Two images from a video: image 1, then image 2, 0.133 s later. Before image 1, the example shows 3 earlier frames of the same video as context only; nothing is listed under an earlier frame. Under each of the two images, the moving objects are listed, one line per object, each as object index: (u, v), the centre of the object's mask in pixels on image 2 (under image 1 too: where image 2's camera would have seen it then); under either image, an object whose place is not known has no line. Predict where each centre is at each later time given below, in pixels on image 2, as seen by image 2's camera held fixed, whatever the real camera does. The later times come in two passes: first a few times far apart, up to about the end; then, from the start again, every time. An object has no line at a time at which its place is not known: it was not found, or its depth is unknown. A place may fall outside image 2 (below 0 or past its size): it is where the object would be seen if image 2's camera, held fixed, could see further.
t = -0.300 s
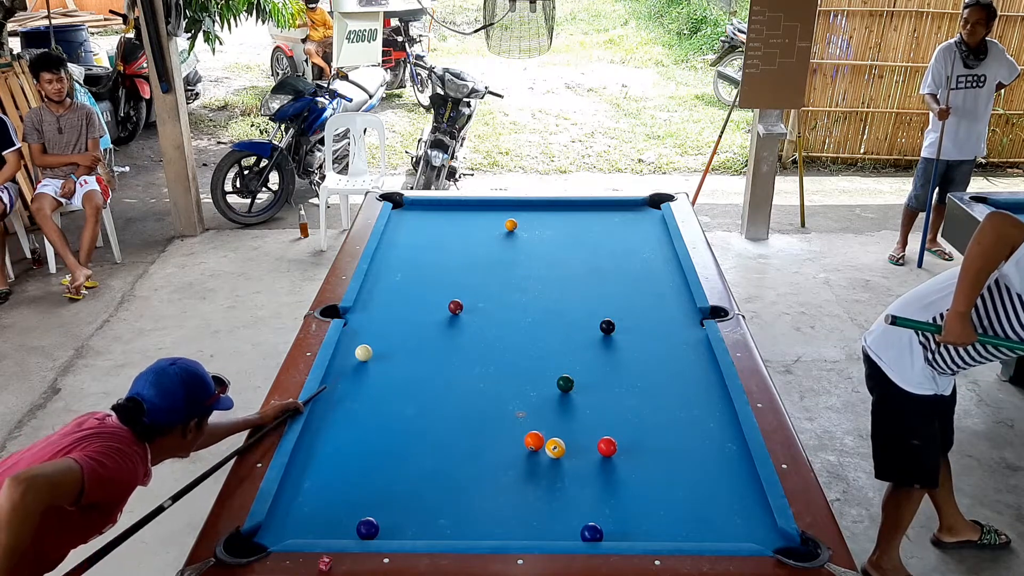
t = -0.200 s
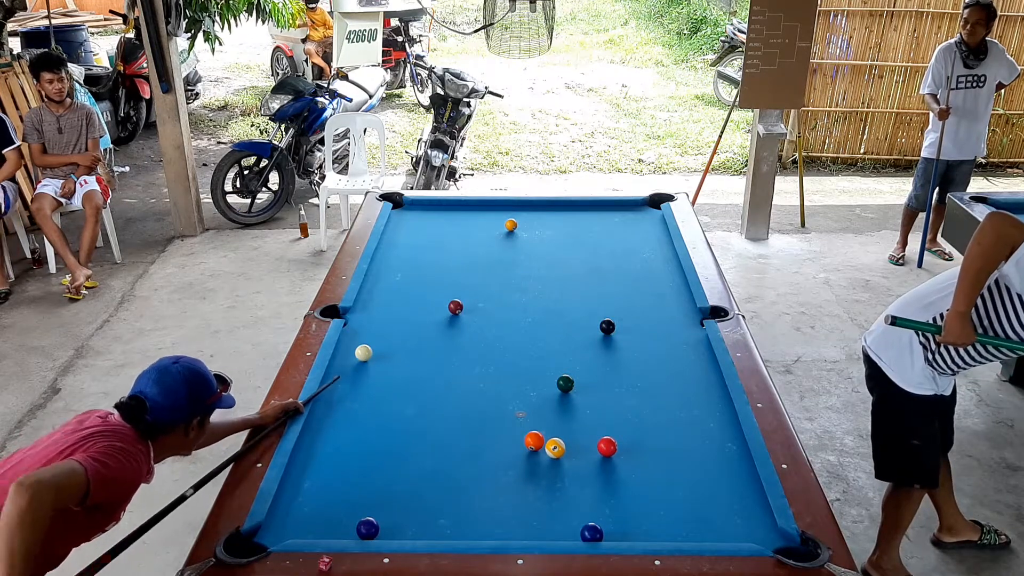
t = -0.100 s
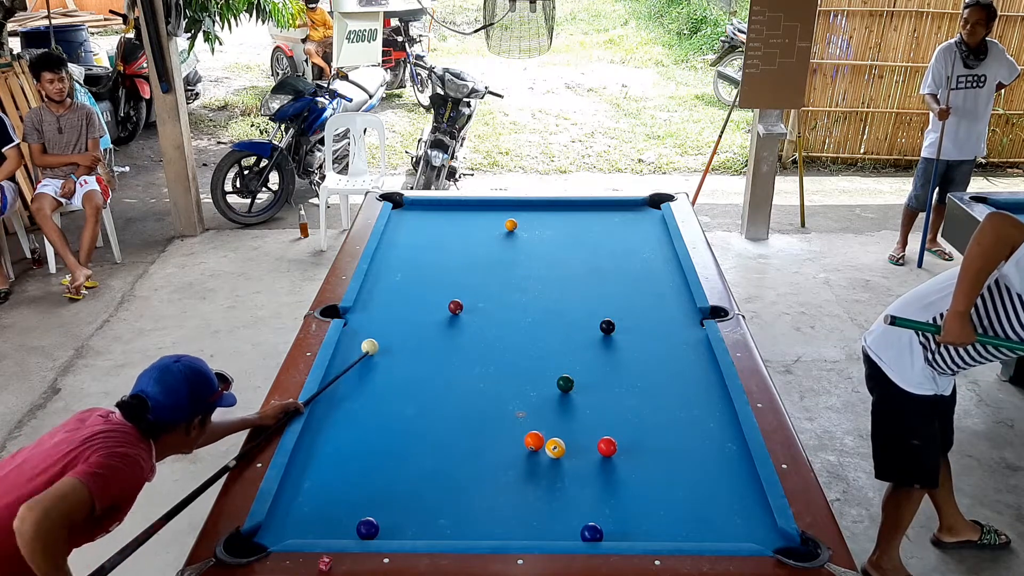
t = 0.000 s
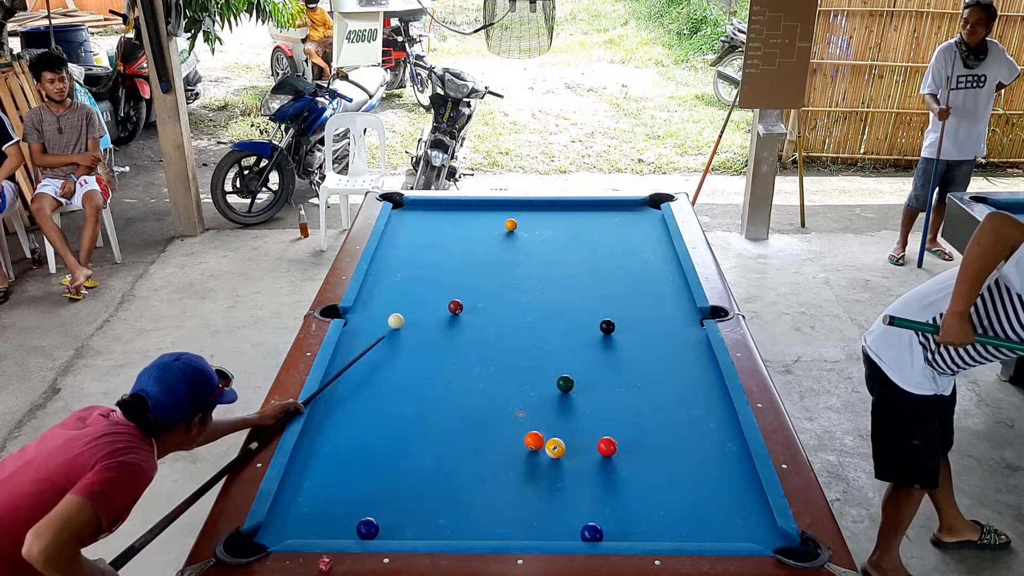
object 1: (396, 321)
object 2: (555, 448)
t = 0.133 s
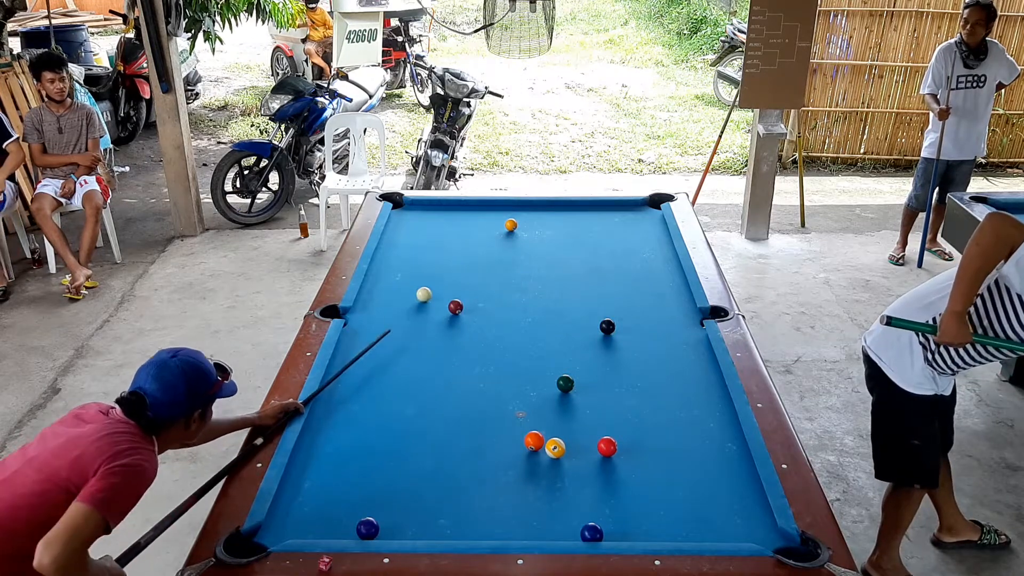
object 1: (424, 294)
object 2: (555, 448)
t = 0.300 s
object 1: (454, 266)
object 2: (555, 448)
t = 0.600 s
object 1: (498, 224)
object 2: (555, 448)
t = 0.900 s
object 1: (534, 211)
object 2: (555, 448)
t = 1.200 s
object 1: (573, 229)
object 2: (555, 448)
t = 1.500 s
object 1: (615, 248)
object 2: (555, 448)
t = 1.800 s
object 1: (661, 269)
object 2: (555, 448)
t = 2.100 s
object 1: (668, 287)
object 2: (555, 448)
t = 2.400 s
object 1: (653, 305)
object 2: (555, 448)
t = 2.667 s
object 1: (638, 321)
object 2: (555, 448)
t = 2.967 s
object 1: (621, 341)
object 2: (555, 448)
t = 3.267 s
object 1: (605, 360)
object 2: (555, 448)
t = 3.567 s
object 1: (587, 381)
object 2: (555, 448)
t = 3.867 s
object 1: (577, 402)
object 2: (555, 448)
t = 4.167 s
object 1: (568, 423)
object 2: (555, 448)
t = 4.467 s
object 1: (564, 439)
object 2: (553, 453)
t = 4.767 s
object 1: (565, 443)
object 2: (546, 465)
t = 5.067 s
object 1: (566, 445)
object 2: (541, 476)
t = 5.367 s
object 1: (567, 446)
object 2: (538, 486)
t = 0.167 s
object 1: (430, 288)
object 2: (555, 448)
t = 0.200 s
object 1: (436, 283)
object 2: (555, 448)
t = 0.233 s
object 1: (442, 277)
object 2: (555, 448)
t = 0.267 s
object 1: (448, 271)
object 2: (555, 448)
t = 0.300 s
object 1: (454, 266)
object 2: (555, 448)
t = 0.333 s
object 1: (459, 261)
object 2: (555, 448)
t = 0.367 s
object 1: (464, 256)
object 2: (555, 448)
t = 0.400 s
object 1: (469, 251)
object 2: (555, 448)
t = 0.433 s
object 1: (475, 246)
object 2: (555, 448)
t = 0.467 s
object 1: (479, 242)
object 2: (555, 448)
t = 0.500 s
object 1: (484, 237)
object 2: (555, 448)
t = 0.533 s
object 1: (489, 233)
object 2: (555, 448)
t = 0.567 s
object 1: (494, 228)
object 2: (555, 448)
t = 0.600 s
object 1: (498, 224)
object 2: (555, 448)
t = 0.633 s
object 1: (502, 220)
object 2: (555, 448)
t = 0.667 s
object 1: (506, 215)
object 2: (555, 448)
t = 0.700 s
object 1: (510, 212)
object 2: (555, 448)
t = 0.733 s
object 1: (514, 208)
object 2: (555, 448)
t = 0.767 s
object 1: (517, 204)
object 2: (555, 448)
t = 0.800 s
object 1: (521, 204)
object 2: (555, 448)
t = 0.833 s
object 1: (525, 207)
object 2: (555, 448)
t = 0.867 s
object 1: (530, 209)
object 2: (555, 448)
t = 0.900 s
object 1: (534, 211)
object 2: (555, 448)
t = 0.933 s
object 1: (538, 213)
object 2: (555, 448)
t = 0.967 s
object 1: (542, 215)
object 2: (555, 448)
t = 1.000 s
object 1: (547, 217)
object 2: (555, 448)
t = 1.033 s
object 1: (551, 219)
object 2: (555, 448)
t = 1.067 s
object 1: (555, 221)
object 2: (555, 448)
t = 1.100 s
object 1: (559, 223)
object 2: (555, 448)
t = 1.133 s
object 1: (564, 225)
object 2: (555, 448)
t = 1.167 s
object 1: (569, 227)
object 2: (555, 448)
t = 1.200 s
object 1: (573, 229)
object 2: (555, 448)
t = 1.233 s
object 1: (577, 231)
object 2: (555, 448)
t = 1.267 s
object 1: (582, 233)
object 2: (555, 448)
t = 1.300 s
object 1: (587, 235)
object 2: (555, 448)
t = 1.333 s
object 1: (591, 237)
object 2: (555, 448)
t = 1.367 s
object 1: (596, 239)
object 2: (555, 448)
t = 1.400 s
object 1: (601, 242)
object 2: (555, 448)
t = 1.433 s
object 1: (606, 244)
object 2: (555, 448)
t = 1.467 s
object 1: (610, 246)
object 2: (555, 448)
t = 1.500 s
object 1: (615, 248)
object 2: (555, 448)
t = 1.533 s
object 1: (620, 250)
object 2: (555, 448)
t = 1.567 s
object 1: (625, 252)
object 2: (555, 448)
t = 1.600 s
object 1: (630, 255)
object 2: (555, 448)
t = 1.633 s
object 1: (635, 257)
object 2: (555, 448)
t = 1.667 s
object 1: (640, 259)
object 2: (555, 448)
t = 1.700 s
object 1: (645, 261)
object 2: (555, 448)
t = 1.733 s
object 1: (650, 264)
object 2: (555, 448)
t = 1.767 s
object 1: (656, 266)
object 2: (555, 448)
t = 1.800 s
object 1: (661, 269)
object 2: (555, 448)
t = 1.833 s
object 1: (666, 271)
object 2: (555, 448)
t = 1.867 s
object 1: (672, 273)
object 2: (555, 448)
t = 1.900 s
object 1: (677, 275)
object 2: (555, 448)
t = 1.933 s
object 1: (677, 277)
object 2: (555, 448)
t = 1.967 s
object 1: (675, 279)
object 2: (555, 448)
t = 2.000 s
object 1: (674, 281)
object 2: (555, 448)
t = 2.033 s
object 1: (672, 283)
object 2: (555, 448)
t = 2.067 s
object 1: (670, 285)
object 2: (555, 448)
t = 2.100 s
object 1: (668, 287)
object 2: (555, 448)
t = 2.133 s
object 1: (667, 289)
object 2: (555, 448)
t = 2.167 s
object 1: (665, 291)
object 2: (555, 448)
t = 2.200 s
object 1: (663, 293)
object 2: (555, 448)
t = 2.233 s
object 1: (662, 295)
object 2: (555, 448)
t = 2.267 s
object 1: (660, 297)
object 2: (555, 448)
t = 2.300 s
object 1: (658, 299)
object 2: (555, 448)
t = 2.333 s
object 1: (656, 301)
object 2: (555, 448)
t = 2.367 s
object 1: (655, 303)
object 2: (555, 448)
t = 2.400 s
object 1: (653, 305)
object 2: (555, 448)
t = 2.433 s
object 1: (651, 307)
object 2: (555, 448)
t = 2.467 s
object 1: (649, 309)
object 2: (555, 448)
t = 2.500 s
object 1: (647, 311)
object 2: (555, 448)
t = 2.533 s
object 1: (646, 313)
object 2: (555, 448)
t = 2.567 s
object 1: (644, 315)
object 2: (555, 448)
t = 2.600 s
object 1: (642, 317)
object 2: (555, 448)
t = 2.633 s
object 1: (640, 319)
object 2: (555, 448)
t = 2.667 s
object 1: (638, 321)
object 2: (555, 448)
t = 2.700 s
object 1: (637, 324)
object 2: (555, 448)
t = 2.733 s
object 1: (635, 325)
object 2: (555, 448)
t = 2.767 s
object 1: (633, 328)
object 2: (555, 448)
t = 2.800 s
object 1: (631, 330)
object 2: (555, 448)
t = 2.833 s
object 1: (629, 332)
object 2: (555, 448)
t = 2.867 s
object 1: (627, 334)
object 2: (555, 448)
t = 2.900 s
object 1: (625, 336)
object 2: (555, 448)
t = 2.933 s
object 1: (623, 338)
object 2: (555, 448)
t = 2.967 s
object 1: (621, 341)
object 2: (555, 448)
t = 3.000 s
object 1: (620, 343)
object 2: (555, 448)
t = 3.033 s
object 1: (618, 345)
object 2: (555, 448)
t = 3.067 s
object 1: (616, 347)
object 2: (555, 448)
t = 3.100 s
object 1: (614, 349)
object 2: (555, 448)
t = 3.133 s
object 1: (612, 351)
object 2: (555, 448)
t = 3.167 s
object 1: (610, 354)
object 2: (555, 448)
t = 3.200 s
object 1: (608, 356)
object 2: (555, 448)
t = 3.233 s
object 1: (607, 358)
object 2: (555, 448)
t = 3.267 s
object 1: (605, 360)
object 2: (555, 448)
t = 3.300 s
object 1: (603, 363)
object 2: (555, 448)
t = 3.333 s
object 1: (601, 365)
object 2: (555, 448)
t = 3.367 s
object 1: (599, 367)
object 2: (555, 448)
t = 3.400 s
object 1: (597, 369)
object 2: (555, 448)
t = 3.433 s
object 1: (595, 372)
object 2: (555, 448)
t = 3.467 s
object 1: (593, 374)
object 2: (555, 448)
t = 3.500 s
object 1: (591, 376)
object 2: (555, 448)
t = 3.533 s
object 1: (589, 378)
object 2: (555, 448)
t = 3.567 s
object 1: (587, 381)
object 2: (555, 448)
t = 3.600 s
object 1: (585, 383)
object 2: (555, 448)
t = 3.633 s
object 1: (583, 385)
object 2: (555, 448)
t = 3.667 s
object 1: (582, 388)
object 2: (555, 448)
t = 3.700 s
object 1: (581, 390)
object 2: (555, 448)
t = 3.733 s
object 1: (580, 393)
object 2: (555, 448)
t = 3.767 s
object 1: (579, 395)
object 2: (555, 448)
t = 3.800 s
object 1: (578, 397)
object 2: (555, 448)
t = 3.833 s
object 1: (577, 400)
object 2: (555, 448)
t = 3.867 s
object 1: (577, 402)
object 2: (555, 448)
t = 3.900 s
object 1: (575, 404)
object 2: (555, 448)
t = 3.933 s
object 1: (575, 406)
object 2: (555, 448)
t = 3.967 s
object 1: (574, 409)
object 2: (555, 448)
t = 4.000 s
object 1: (573, 411)
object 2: (555, 448)
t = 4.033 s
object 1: (572, 414)
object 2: (555, 448)
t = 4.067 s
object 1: (571, 416)
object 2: (555, 448)
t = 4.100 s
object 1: (570, 418)
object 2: (555, 448)
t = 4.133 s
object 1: (569, 421)
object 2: (555, 448)
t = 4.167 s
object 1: (568, 423)
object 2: (555, 448)
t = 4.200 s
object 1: (567, 425)
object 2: (555, 448)
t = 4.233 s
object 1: (566, 428)
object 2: (555, 448)
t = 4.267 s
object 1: (565, 430)
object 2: (555, 448)
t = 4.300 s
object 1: (565, 432)
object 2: (555, 448)
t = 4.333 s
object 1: (564, 434)
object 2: (555, 448)
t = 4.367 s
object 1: (564, 436)
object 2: (555, 448)
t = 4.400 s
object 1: (564, 437)
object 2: (554, 450)
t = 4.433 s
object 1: (564, 438)
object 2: (553, 452)
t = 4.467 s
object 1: (564, 439)
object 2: (553, 453)
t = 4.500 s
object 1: (564, 439)
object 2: (552, 454)
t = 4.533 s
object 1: (564, 440)
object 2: (551, 455)
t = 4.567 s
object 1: (564, 441)
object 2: (550, 457)
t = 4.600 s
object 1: (564, 441)
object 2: (550, 458)
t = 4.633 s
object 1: (564, 442)
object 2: (549, 460)
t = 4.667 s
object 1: (564, 442)
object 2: (548, 461)
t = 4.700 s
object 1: (564, 442)
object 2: (548, 462)
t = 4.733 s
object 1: (564, 443)
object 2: (547, 464)
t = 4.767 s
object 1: (565, 443)
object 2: (546, 465)
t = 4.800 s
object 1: (565, 443)
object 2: (546, 466)
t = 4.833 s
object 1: (565, 444)
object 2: (545, 467)
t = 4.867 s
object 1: (565, 444)
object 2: (545, 469)
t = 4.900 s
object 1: (565, 444)
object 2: (544, 470)
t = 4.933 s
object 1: (565, 445)
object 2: (543, 471)
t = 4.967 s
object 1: (565, 445)
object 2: (543, 472)
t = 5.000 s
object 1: (566, 445)
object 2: (542, 473)
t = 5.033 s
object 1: (566, 445)
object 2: (542, 475)
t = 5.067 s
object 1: (566, 445)
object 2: (541, 476)
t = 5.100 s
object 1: (566, 446)
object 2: (541, 477)
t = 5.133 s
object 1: (566, 446)
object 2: (540, 478)
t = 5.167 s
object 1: (566, 446)
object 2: (540, 479)
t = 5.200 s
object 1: (566, 446)
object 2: (540, 480)
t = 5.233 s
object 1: (567, 446)
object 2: (539, 481)
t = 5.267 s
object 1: (567, 446)
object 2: (539, 482)
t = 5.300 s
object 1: (567, 446)
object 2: (539, 483)
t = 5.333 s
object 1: (567, 446)
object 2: (538, 485)
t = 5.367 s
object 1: (567, 446)
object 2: (538, 486)
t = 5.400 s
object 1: (567, 446)
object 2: (537, 487)
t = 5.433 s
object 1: (567, 446)
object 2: (537, 487)
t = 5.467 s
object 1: (567, 446)
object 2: (537, 488)
